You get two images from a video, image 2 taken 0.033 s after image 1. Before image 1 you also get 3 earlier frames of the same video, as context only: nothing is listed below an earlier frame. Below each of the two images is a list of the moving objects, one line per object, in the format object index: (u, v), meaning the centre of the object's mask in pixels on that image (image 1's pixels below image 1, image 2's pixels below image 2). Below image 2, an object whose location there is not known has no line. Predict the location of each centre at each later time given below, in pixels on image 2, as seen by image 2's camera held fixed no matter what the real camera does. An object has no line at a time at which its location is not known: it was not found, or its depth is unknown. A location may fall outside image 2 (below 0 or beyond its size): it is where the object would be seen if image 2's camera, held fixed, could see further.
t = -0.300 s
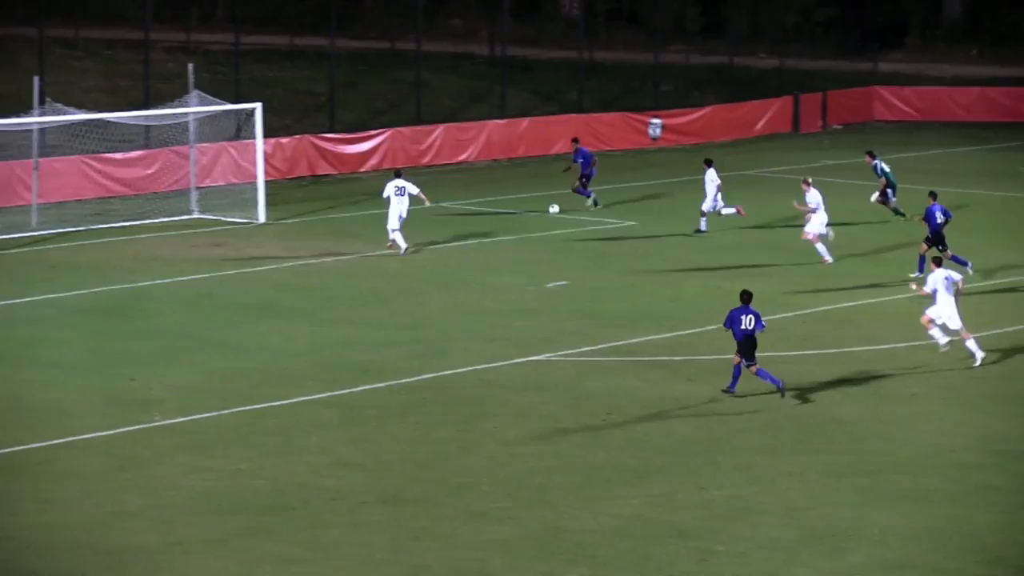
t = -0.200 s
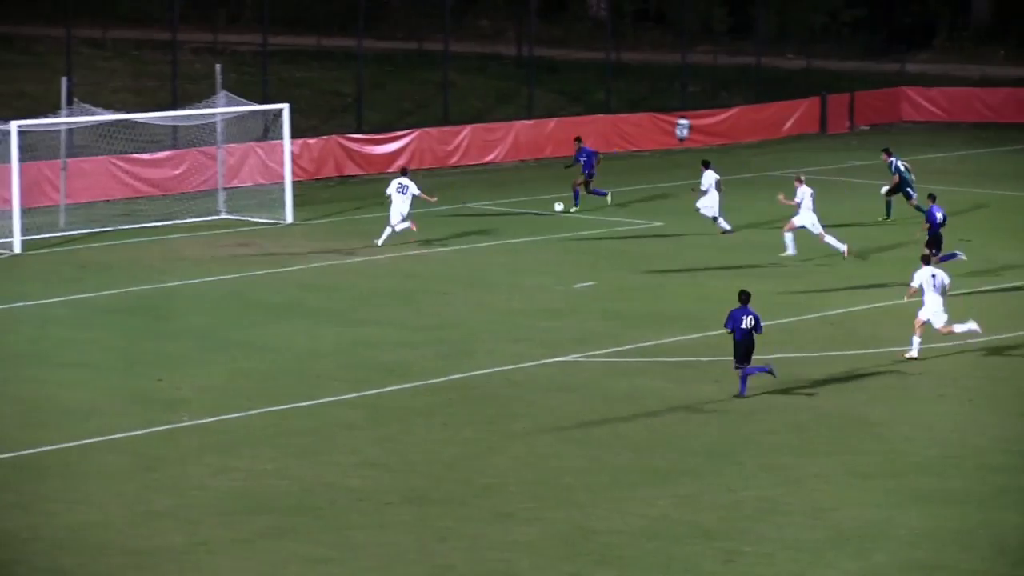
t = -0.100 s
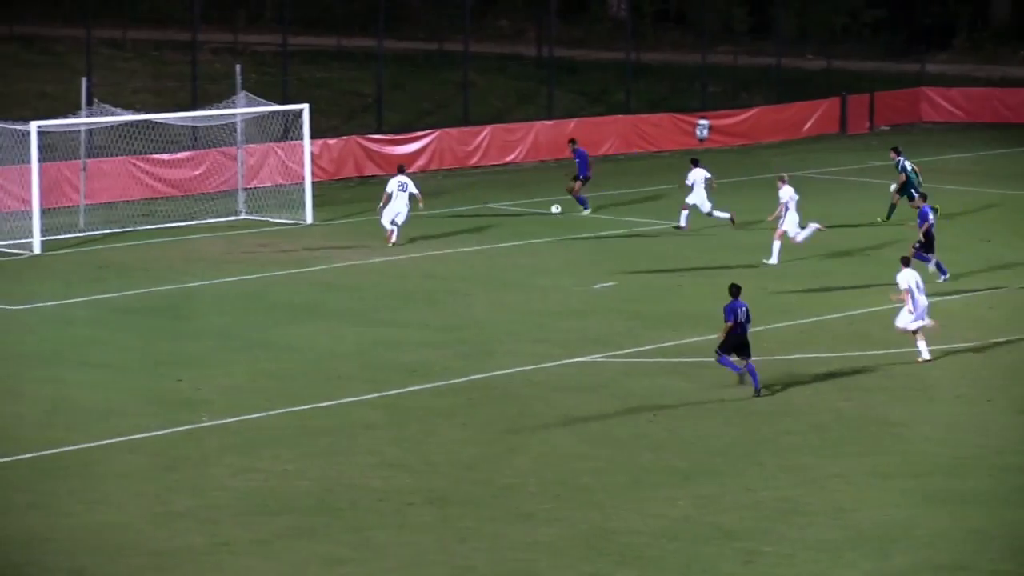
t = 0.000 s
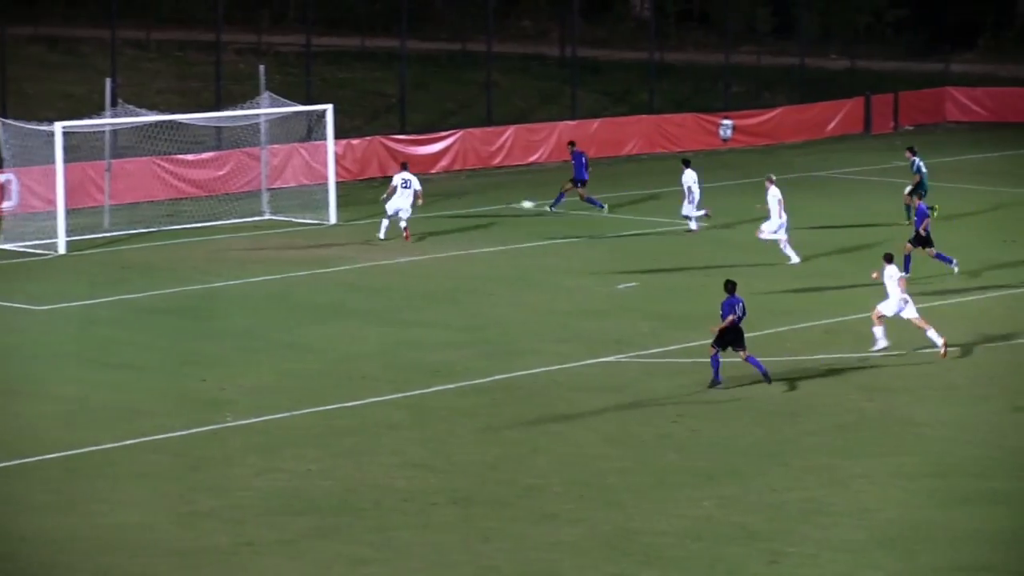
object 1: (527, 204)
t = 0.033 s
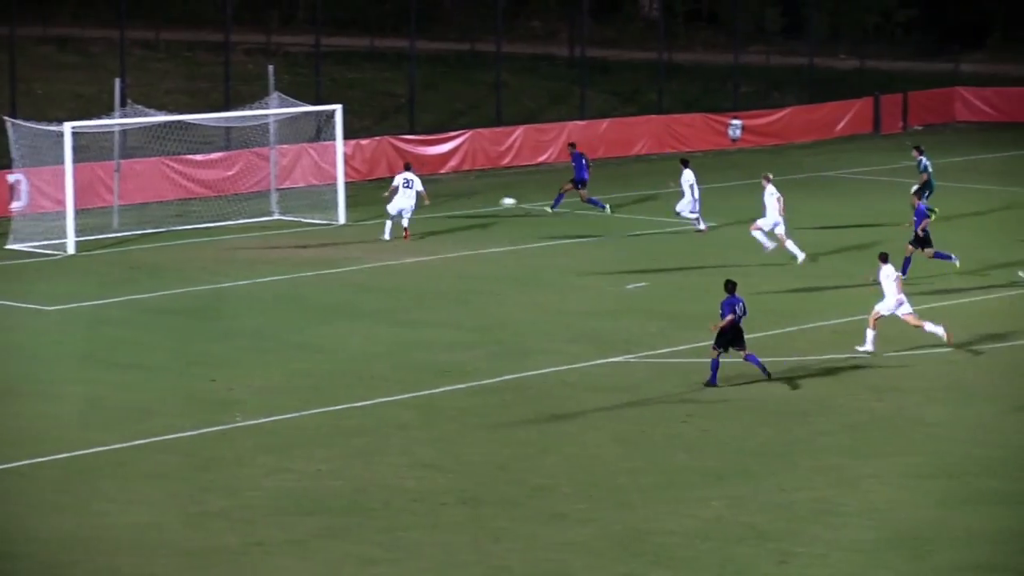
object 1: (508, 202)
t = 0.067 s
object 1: (479, 200)
